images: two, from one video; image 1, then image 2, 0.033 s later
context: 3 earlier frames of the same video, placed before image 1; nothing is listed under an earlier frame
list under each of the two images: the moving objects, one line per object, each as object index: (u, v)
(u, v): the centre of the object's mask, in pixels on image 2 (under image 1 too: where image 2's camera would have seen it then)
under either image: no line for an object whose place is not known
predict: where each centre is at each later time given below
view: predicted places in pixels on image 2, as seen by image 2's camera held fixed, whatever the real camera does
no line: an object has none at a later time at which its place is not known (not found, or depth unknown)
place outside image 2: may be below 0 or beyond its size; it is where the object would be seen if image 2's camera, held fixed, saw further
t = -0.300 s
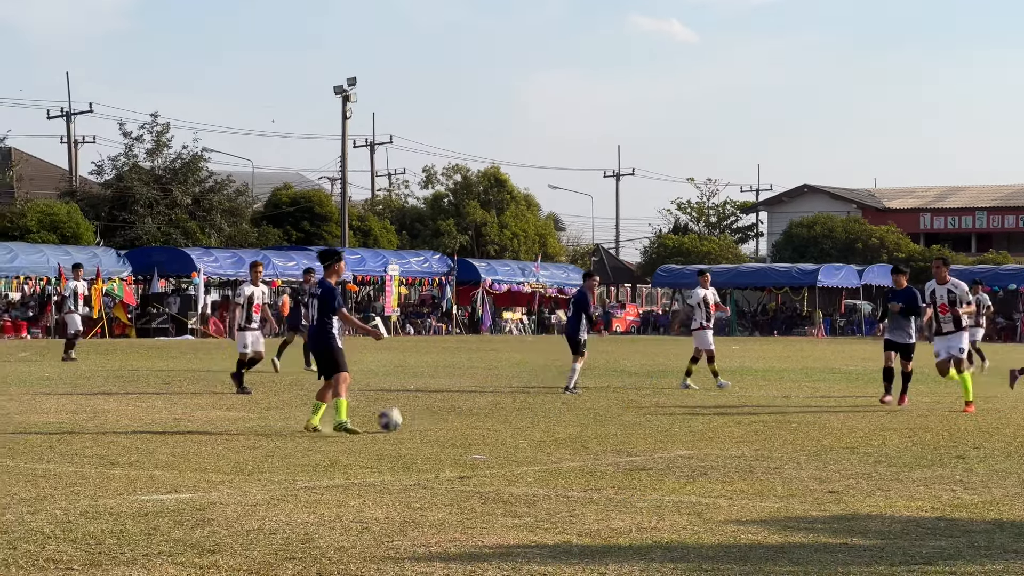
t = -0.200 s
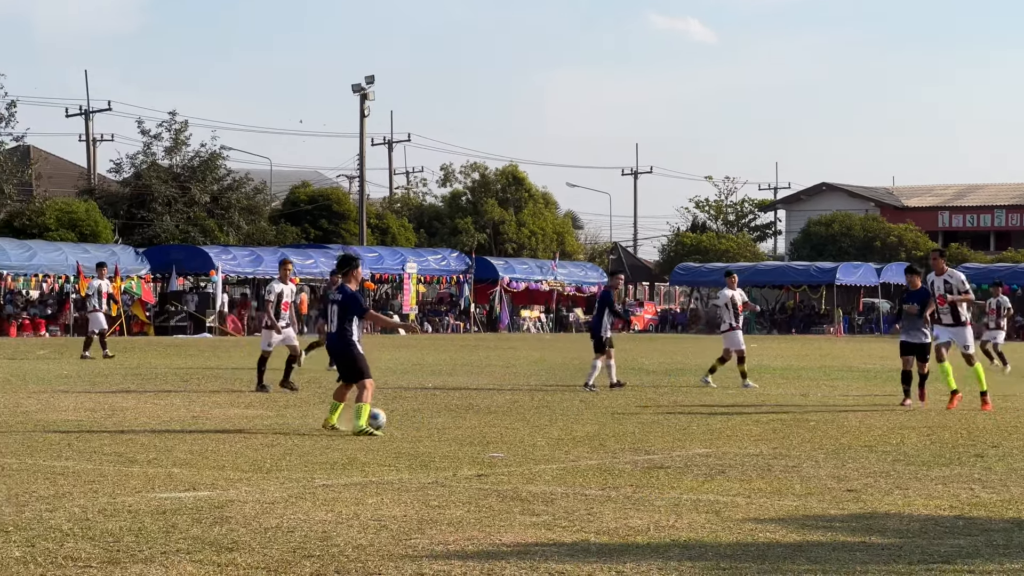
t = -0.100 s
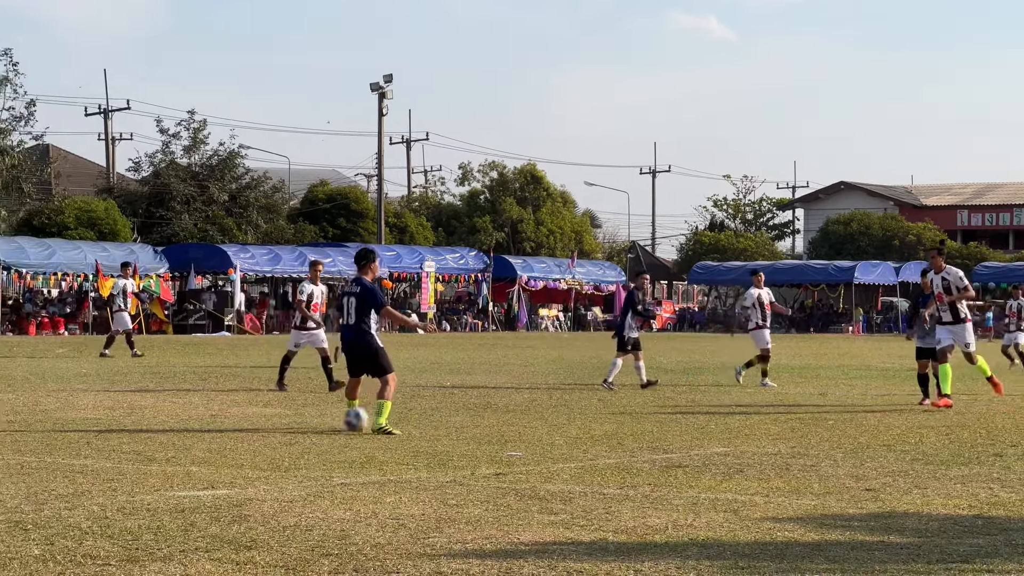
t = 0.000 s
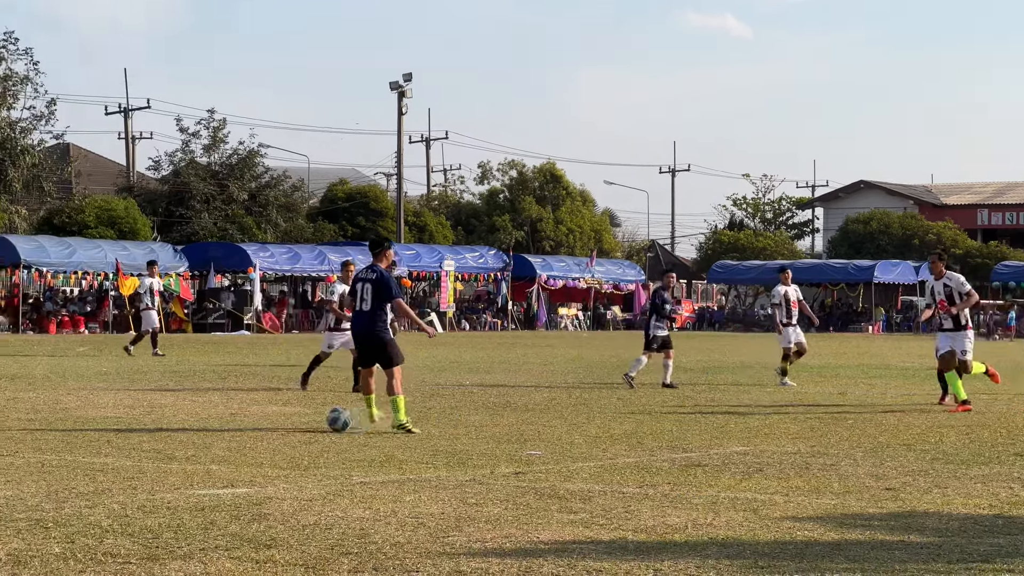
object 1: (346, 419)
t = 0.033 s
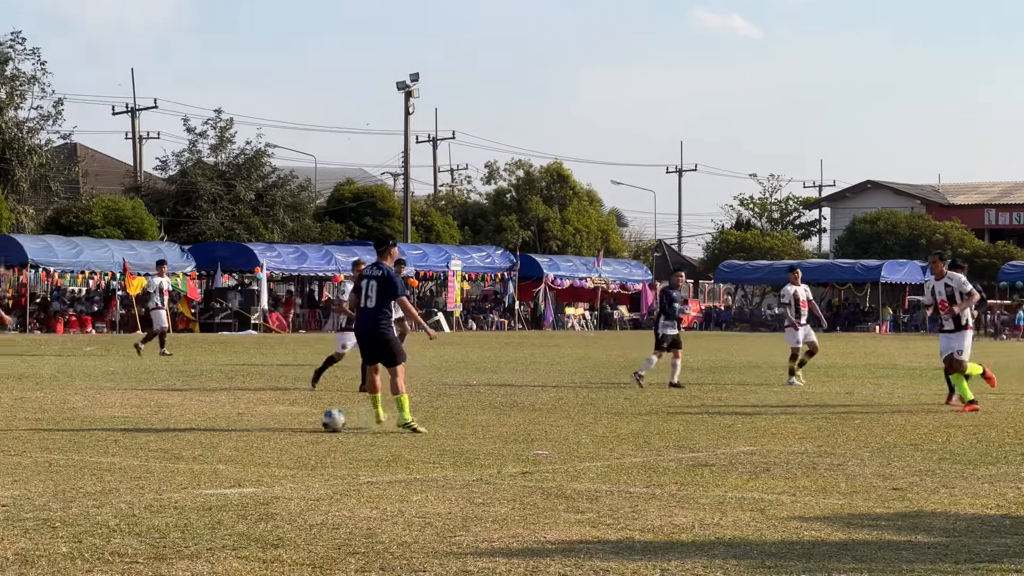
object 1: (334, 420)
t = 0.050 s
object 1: (328, 420)
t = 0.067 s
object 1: (322, 419)
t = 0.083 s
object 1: (316, 418)
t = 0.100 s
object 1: (310, 418)
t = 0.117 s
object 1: (304, 419)
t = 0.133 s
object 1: (298, 419)
